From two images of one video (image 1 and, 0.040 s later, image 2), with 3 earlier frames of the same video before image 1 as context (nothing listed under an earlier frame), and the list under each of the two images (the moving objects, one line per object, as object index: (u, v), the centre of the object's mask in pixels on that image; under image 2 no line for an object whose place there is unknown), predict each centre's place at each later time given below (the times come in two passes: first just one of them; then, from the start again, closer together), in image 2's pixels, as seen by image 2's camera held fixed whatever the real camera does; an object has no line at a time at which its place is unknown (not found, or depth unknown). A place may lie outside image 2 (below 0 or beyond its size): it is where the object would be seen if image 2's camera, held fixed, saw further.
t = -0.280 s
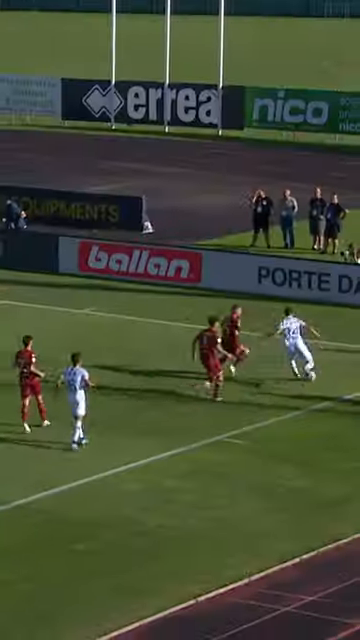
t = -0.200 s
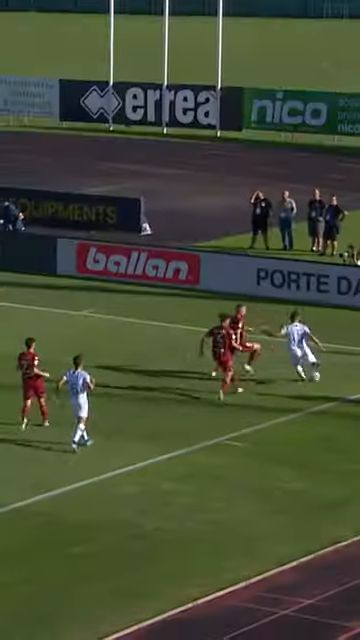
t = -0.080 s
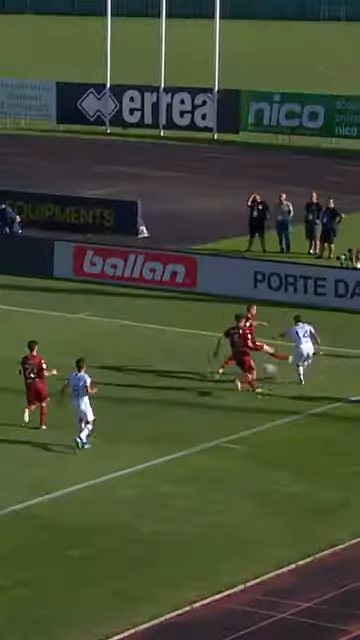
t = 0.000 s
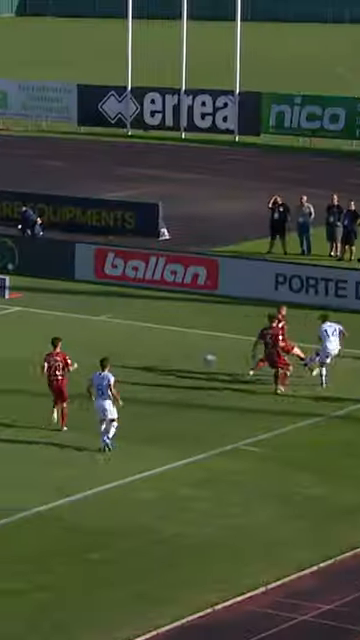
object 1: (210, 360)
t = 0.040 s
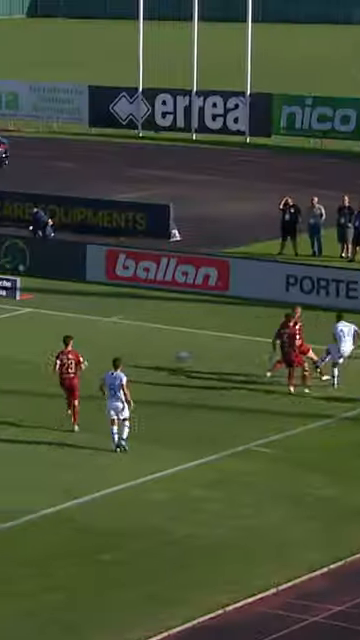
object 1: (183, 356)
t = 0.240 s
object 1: (9, 345)
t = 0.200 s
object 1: (38, 353)
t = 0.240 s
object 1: (9, 345)
